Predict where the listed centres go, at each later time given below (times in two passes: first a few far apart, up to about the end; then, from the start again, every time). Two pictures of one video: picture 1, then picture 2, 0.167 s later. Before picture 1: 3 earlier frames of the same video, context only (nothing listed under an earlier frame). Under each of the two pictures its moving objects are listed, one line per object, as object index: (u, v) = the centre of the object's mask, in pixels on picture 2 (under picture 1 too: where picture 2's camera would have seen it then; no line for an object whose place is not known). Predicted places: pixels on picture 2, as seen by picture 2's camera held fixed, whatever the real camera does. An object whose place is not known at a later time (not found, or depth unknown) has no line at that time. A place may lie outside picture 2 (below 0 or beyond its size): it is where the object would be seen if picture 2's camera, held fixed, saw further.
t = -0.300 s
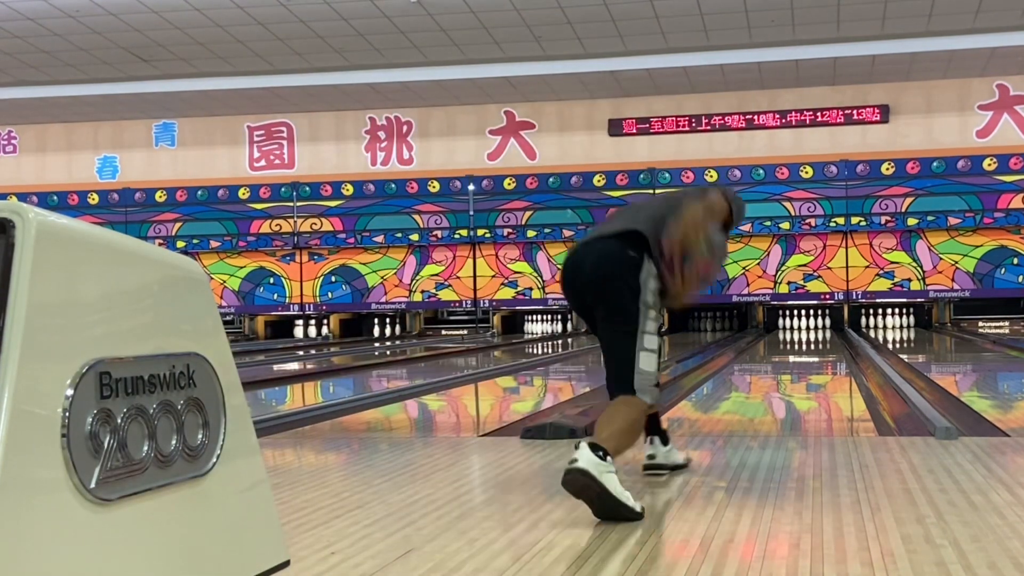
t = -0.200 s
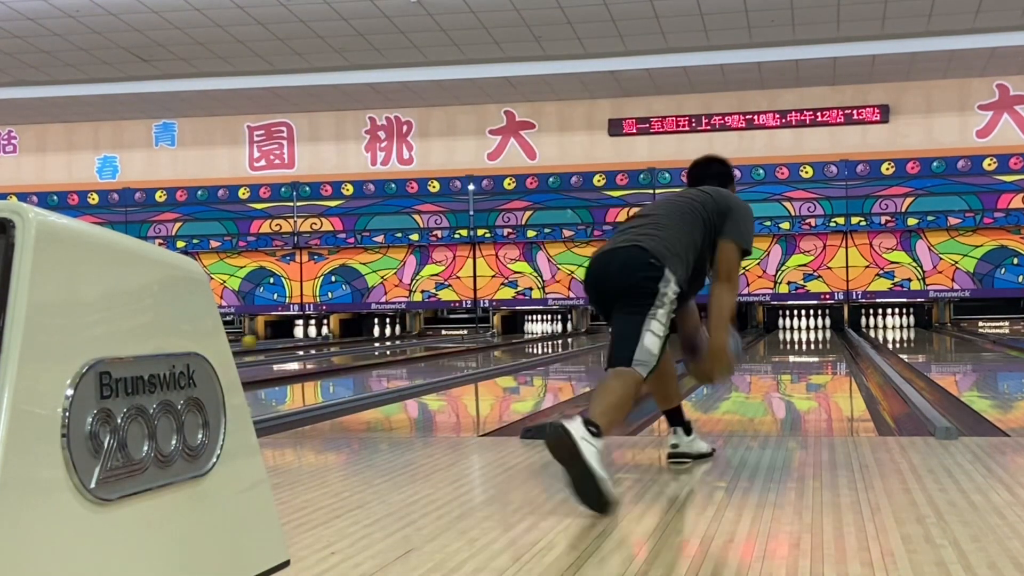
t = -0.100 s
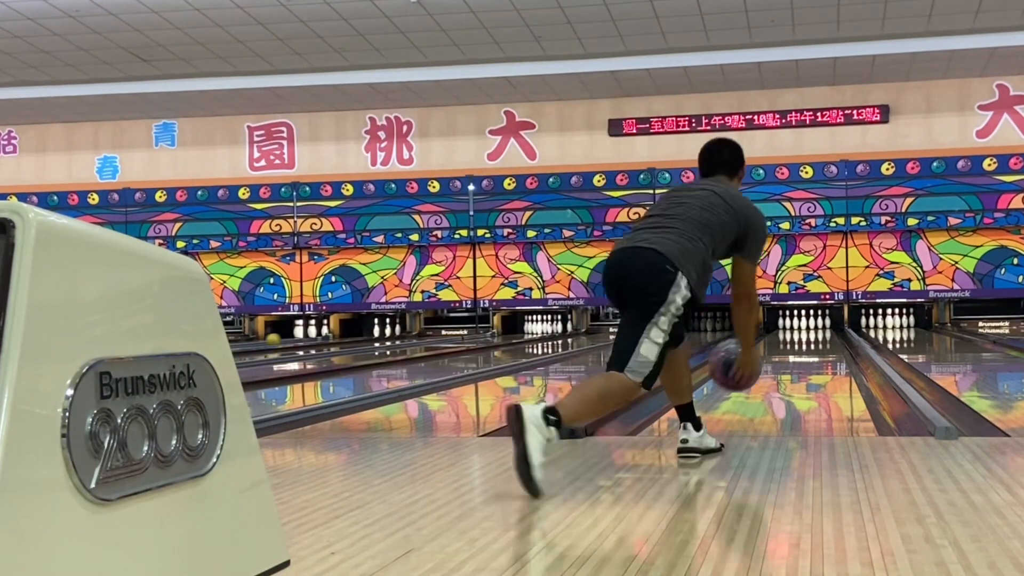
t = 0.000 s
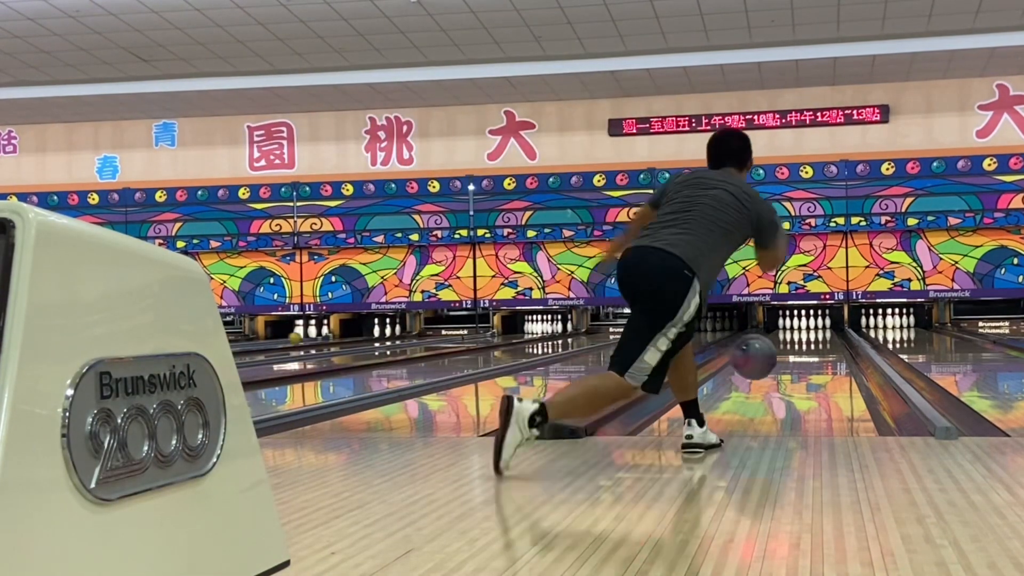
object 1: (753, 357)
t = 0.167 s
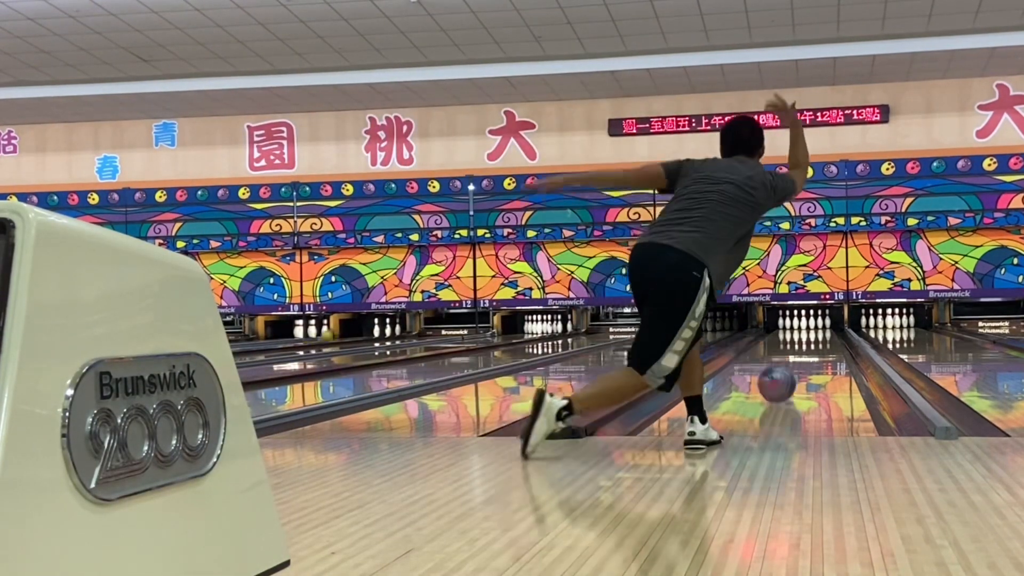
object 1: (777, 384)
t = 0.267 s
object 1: (786, 377)
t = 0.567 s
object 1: (805, 359)
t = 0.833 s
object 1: (816, 348)
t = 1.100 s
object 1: (822, 342)
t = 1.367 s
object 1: (826, 336)
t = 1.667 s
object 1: (829, 332)
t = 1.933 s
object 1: (826, 329)
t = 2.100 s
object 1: (822, 327)
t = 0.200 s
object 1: (780, 380)
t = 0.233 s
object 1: (782, 377)
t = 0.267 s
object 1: (786, 377)
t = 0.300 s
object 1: (788, 373)
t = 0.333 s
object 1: (790, 371)
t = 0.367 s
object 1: (793, 369)
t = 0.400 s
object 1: (797, 367)
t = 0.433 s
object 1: (798, 365)
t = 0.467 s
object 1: (801, 364)
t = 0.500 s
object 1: (802, 362)
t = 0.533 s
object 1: (804, 361)
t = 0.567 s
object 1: (805, 359)
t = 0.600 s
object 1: (807, 358)
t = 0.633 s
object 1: (809, 356)
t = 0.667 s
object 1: (810, 355)
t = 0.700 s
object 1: (811, 354)
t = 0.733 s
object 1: (812, 352)
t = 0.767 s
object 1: (813, 351)
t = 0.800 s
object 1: (815, 350)
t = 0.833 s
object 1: (816, 348)
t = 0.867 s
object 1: (816, 348)
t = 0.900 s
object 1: (818, 347)
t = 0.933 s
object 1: (818, 346)
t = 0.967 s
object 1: (819, 345)
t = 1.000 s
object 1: (820, 344)
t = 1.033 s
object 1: (821, 343)
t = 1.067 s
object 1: (821, 342)
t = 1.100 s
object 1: (822, 342)
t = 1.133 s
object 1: (823, 341)
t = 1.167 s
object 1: (824, 340)
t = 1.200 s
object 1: (825, 339)
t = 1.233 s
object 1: (825, 338)
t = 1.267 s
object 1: (826, 338)
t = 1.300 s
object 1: (826, 337)
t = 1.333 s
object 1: (826, 337)
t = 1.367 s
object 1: (826, 336)
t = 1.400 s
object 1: (827, 336)
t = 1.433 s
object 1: (827, 335)
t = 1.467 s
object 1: (828, 335)
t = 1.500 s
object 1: (828, 334)
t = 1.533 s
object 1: (828, 333)
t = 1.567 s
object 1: (828, 333)
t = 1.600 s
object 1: (829, 332)
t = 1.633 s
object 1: (829, 332)
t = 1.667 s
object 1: (829, 332)
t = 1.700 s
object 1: (829, 330)
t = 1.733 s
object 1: (829, 330)
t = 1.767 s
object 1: (829, 330)
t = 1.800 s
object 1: (828, 330)
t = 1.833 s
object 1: (828, 329)
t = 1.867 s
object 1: (827, 329)
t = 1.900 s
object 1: (826, 329)
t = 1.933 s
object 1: (826, 329)
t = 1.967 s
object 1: (825, 328)
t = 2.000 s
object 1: (824, 328)
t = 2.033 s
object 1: (823, 327)
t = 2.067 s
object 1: (822, 327)
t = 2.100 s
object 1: (822, 327)
